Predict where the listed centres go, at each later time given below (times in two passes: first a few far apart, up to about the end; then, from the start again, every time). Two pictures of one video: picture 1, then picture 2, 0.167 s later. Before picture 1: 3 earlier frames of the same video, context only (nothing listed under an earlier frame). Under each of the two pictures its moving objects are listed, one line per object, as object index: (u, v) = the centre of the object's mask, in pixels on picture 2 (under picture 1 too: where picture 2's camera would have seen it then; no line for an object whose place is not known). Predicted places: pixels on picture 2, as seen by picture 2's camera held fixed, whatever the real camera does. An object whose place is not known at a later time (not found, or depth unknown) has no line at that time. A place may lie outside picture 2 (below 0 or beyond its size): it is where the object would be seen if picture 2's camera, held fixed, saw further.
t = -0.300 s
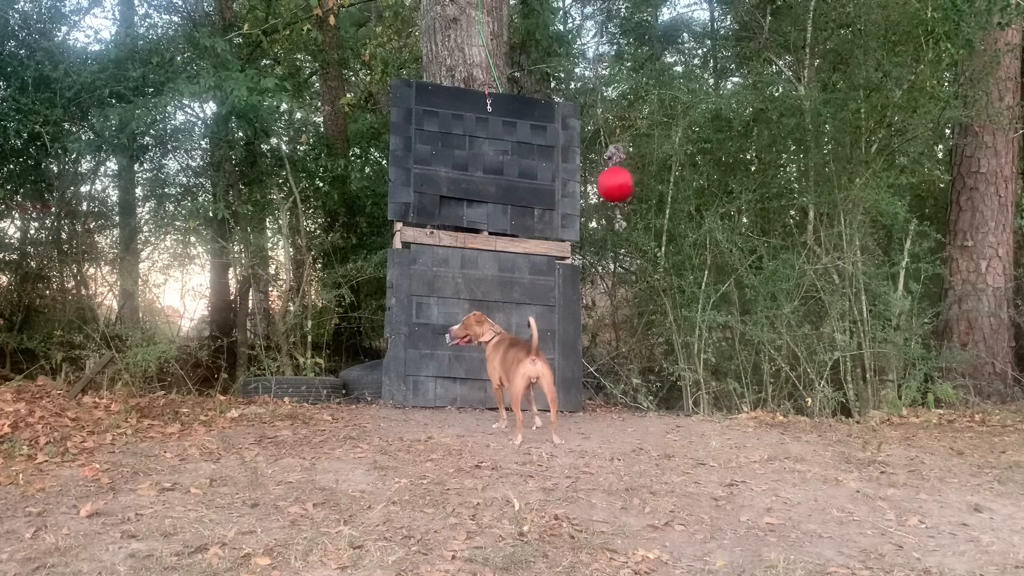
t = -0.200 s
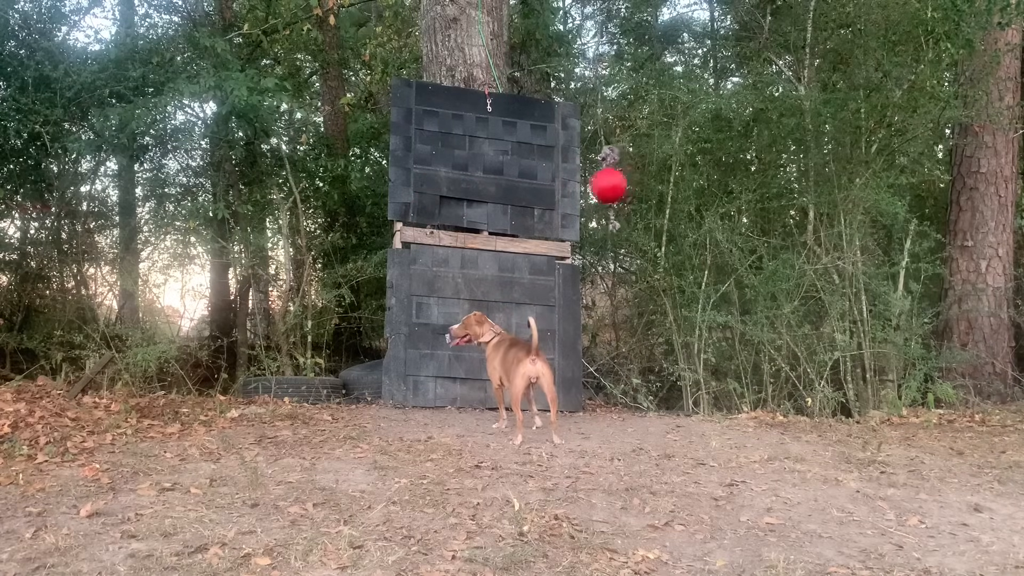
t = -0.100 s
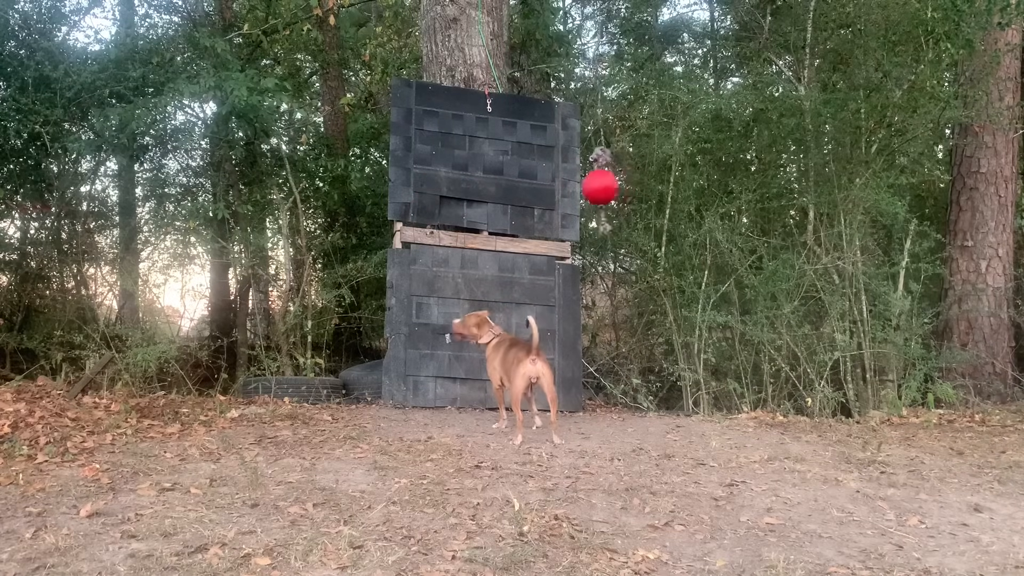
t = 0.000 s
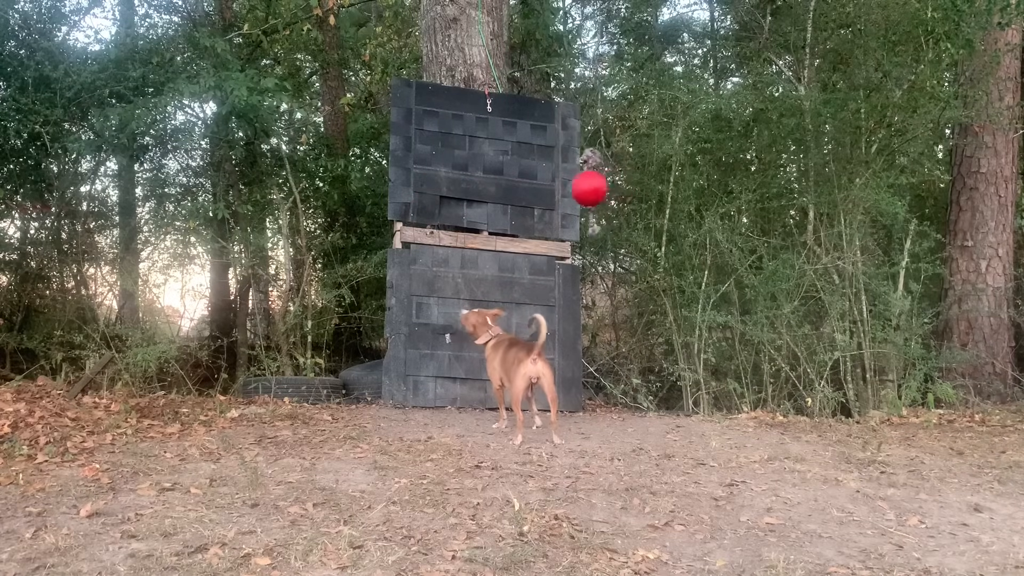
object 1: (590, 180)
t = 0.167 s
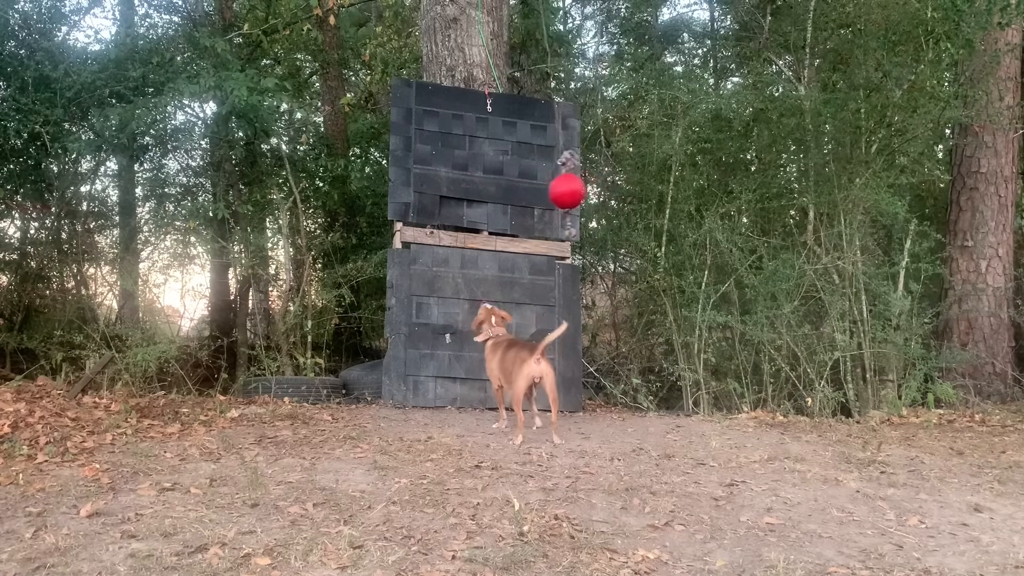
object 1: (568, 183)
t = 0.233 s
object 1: (557, 184)
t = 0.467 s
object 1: (517, 187)
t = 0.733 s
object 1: (468, 186)
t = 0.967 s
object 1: (428, 184)
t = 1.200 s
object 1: (395, 180)
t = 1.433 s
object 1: (374, 178)
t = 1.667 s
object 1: (371, 176)
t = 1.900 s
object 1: (381, 178)
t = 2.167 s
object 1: (411, 181)
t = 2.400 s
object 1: (448, 185)
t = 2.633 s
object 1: (489, 186)
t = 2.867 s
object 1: (531, 186)
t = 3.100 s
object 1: (566, 183)
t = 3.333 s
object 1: (593, 181)
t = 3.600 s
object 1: (609, 178)
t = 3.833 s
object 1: (610, 179)
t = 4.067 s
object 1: (598, 180)
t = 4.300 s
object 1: (574, 183)
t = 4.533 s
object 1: (540, 186)
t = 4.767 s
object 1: (502, 187)
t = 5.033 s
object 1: (456, 186)
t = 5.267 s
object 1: (420, 183)
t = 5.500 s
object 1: (393, 180)
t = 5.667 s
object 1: (382, 179)
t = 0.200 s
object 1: (563, 183)
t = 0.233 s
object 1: (557, 184)
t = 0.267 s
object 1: (551, 185)
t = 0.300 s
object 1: (546, 185)
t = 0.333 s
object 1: (541, 185)
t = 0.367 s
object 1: (535, 186)
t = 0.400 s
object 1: (529, 186)
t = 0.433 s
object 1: (523, 186)
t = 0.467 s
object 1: (517, 187)
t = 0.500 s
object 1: (511, 187)
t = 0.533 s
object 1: (505, 187)
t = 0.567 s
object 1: (499, 187)
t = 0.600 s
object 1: (492, 187)
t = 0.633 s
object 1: (486, 187)
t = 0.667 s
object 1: (480, 187)
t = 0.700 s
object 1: (474, 187)
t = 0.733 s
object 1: (468, 186)
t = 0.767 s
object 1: (462, 186)
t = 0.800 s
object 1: (456, 186)
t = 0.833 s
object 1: (450, 186)
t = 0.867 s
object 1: (444, 185)
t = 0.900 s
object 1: (438, 185)
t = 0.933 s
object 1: (433, 184)
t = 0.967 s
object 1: (428, 184)
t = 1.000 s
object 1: (422, 183)
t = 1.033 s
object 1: (417, 183)
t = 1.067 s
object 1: (412, 182)
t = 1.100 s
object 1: (407, 182)
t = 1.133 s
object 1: (403, 182)
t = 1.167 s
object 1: (399, 181)
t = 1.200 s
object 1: (395, 180)
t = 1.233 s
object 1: (391, 180)
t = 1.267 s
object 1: (388, 180)
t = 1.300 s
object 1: (384, 179)
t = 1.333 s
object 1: (381, 179)
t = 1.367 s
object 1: (379, 179)
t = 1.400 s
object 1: (376, 179)
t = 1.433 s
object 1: (374, 178)
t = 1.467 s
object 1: (373, 178)
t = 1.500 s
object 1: (372, 177)
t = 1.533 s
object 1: (371, 177)
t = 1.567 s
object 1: (371, 177)
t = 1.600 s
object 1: (371, 176)
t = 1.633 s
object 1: (371, 176)
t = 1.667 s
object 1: (371, 176)
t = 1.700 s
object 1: (371, 176)
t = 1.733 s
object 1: (371, 177)
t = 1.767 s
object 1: (372, 177)
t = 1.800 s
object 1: (374, 177)
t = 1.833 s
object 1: (376, 178)
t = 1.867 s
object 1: (378, 178)
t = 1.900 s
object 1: (381, 178)
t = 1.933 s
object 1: (383, 178)
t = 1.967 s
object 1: (387, 179)
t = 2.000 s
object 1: (390, 179)
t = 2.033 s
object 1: (394, 180)
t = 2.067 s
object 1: (398, 180)
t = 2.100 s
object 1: (402, 181)
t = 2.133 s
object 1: (406, 181)
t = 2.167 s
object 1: (411, 181)
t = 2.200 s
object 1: (416, 182)
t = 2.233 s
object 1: (421, 183)
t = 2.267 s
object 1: (426, 183)
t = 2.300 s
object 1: (431, 184)
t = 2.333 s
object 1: (437, 184)
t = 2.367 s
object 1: (442, 184)
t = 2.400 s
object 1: (448, 185)
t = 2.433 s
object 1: (453, 185)
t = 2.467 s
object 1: (459, 185)
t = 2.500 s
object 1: (465, 186)
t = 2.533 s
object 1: (472, 186)
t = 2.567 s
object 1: (477, 186)
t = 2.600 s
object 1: (483, 186)
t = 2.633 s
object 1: (489, 186)
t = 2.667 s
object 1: (495, 186)
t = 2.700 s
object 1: (502, 186)
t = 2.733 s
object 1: (507, 186)
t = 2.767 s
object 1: (513, 186)
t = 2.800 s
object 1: (519, 187)
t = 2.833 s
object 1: (525, 186)
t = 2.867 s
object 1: (531, 186)
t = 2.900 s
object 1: (536, 186)
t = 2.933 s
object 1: (541, 185)
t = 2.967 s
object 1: (547, 185)
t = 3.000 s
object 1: (552, 184)
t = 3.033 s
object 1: (557, 184)
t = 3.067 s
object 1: (561, 184)
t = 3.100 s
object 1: (566, 183)
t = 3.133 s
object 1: (570, 183)
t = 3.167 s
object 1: (575, 183)
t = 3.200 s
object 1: (579, 182)
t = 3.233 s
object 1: (583, 182)
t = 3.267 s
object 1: (586, 182)
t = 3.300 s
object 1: (590, 181)
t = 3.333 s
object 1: (593, 181)
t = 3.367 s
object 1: (595, 180)
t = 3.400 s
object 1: (598, 181)
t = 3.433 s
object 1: (600, 180)
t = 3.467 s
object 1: (602, 179)
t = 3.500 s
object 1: (605, 179)
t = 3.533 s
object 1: (606, 178)
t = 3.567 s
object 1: (608, 178)
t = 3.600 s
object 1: (609, 178)
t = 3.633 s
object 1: (609, 178)
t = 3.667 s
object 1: (610, 179)
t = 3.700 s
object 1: (610, 179)
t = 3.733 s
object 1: (610, 179)
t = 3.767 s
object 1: (610, 179)
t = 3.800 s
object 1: (610, 179)
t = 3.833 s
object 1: (610, 179)
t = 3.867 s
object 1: (609, 179)
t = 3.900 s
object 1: (608, 178)
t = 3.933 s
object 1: (606, 178)
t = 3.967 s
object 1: (604, 179)
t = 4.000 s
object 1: (602, 179)
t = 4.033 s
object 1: (600, 179)
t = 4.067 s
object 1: (598, 180)
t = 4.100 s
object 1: (595, 180)
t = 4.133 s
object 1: (593, 180)
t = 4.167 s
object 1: (589, 181)
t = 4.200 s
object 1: (585, 182)
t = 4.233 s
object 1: (582, 182)
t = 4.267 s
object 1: (578, 182)
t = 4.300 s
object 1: (574, 183)
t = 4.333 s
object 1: (570, 183)
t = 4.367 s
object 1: (565, 184)
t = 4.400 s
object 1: (561, 185)
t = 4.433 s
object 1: (556, 185)
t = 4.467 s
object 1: (551, 185)
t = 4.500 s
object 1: (546, 185)
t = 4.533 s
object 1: (540, 186)
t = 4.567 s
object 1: (535, 186)
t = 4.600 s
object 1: (530, 186)
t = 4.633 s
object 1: (525, 186)
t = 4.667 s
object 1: (519, 187)
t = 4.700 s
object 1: (513, 187)
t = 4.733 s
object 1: (508, 186)
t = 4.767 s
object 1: (502, 187)
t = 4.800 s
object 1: (496, 187)
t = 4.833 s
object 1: (490, 187)
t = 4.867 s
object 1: (484, 187)
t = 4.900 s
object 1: (479, 187)
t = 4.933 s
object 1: (473, 186)
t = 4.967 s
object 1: (467, 186)
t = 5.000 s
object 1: (462, 186)
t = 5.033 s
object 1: (456, 186)
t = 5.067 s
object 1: (451, 186)
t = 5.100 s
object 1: (445, 185)
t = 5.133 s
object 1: (440, 185)
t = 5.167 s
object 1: (435, 184)
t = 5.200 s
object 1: (430, 184)
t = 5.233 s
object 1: (425, 183)
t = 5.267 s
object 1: (420, 183)
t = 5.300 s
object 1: (416, 183)
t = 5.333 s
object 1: (412, 182)
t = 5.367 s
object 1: (408, 182)
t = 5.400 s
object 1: (404, 181)
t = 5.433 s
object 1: (400, 180)
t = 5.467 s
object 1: (397, 180)
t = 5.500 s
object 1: (393, 180)
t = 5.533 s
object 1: (390, 180)
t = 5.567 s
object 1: (388, 180)
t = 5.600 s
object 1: (386, 179)
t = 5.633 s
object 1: (384, 179)
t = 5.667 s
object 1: (382, 179)
